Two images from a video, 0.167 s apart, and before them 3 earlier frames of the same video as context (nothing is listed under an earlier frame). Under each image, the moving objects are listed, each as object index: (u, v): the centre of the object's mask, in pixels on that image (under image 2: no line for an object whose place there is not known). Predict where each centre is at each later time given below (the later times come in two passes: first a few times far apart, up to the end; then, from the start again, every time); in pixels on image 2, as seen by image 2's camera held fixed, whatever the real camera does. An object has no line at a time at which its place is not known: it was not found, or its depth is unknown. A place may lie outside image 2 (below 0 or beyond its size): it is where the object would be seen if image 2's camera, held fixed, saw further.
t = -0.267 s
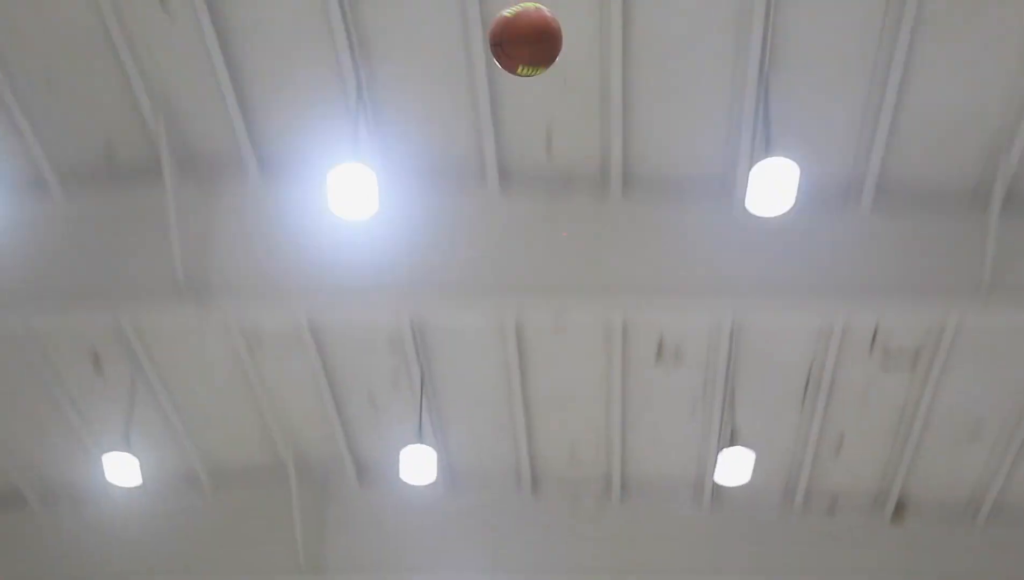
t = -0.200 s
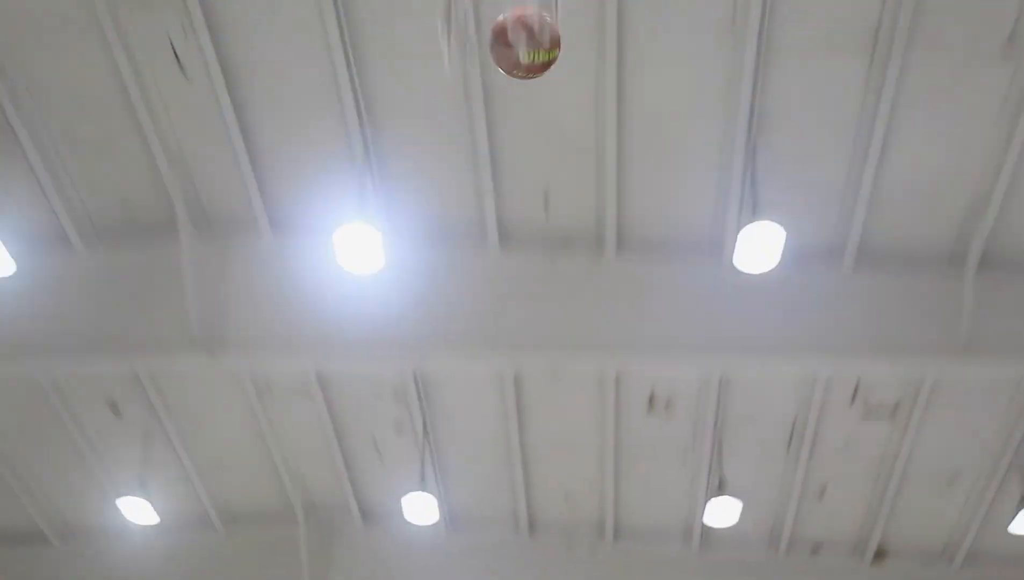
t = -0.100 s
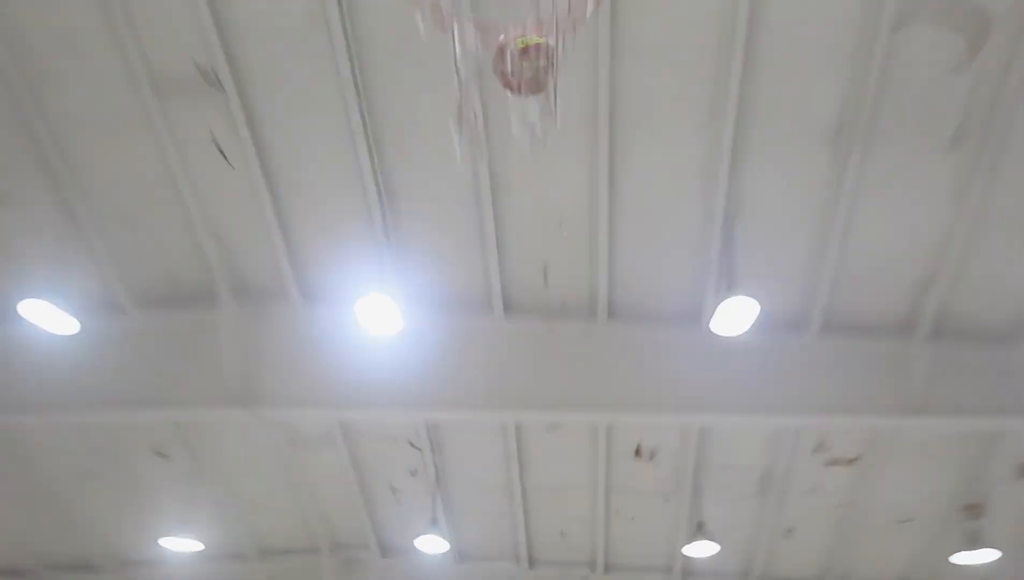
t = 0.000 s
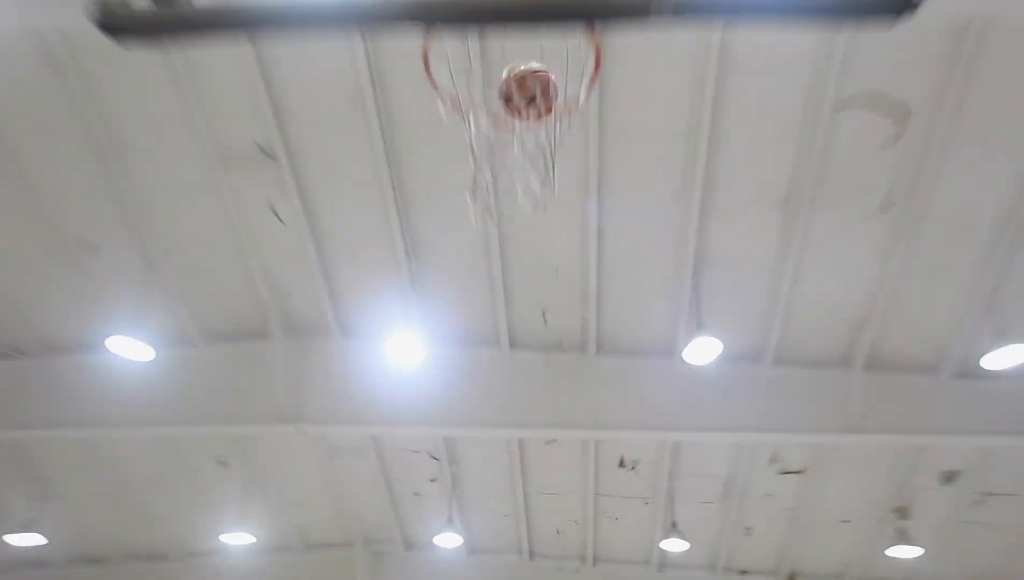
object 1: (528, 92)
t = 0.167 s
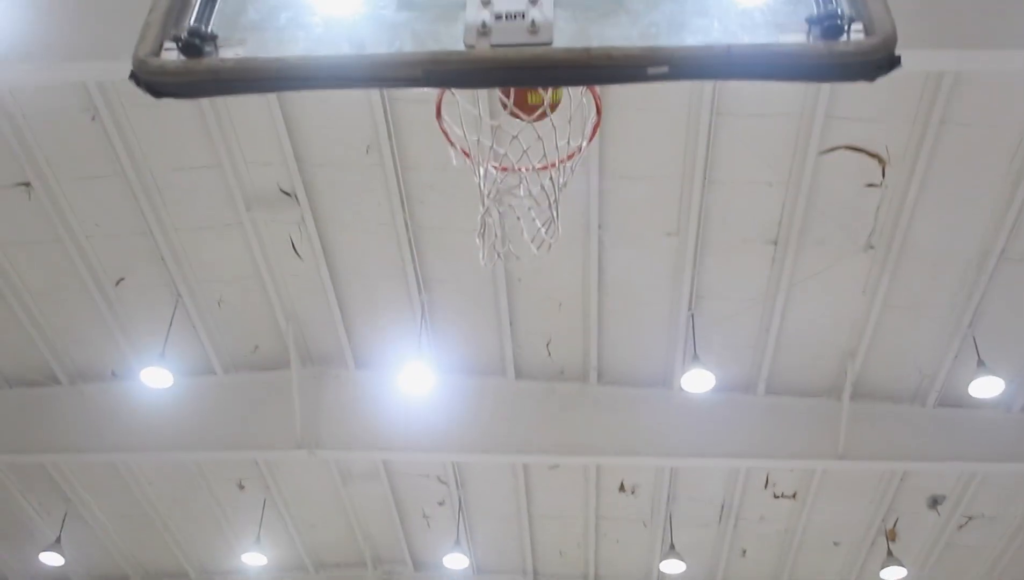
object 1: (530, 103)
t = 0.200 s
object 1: (529, 100)
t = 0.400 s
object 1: (517, 136)
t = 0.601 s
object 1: (514, 253)
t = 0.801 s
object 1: (514, 389)
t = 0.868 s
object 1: (512, 454)
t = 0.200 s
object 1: (529, 100)
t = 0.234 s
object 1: (529, 98)
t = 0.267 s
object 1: (528, 97)
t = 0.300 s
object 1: (525, 98)
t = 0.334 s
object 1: (523, 100)
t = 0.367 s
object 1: (521, 106)
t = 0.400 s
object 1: (517, 136)
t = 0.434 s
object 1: (514, 207)
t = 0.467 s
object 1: (513, 225)
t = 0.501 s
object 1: (513, 228)
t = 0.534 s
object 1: (514, 235)
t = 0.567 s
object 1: (514, 243)
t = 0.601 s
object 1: (514, 253)
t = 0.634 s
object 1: (515, 269)
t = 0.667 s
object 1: (515, 286)
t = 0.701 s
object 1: (516, 306)
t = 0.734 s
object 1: (515, 334)
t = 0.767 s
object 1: (514, 362)
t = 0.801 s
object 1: (514, 389)
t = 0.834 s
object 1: (513, 419)
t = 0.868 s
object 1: (512, 454)
